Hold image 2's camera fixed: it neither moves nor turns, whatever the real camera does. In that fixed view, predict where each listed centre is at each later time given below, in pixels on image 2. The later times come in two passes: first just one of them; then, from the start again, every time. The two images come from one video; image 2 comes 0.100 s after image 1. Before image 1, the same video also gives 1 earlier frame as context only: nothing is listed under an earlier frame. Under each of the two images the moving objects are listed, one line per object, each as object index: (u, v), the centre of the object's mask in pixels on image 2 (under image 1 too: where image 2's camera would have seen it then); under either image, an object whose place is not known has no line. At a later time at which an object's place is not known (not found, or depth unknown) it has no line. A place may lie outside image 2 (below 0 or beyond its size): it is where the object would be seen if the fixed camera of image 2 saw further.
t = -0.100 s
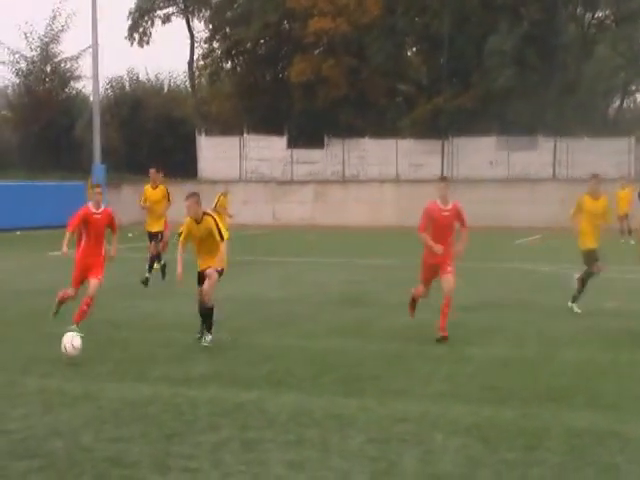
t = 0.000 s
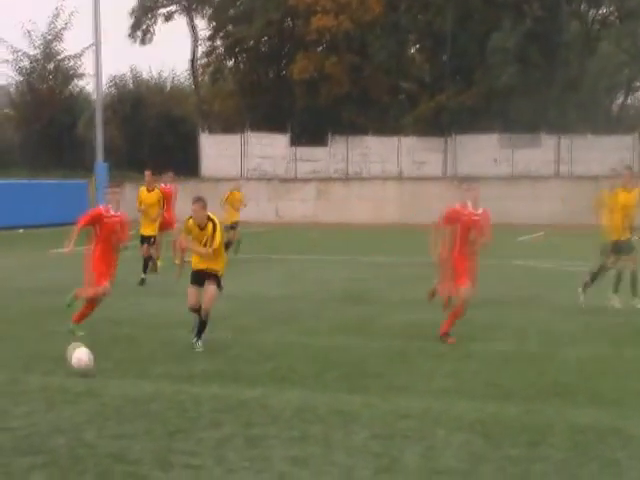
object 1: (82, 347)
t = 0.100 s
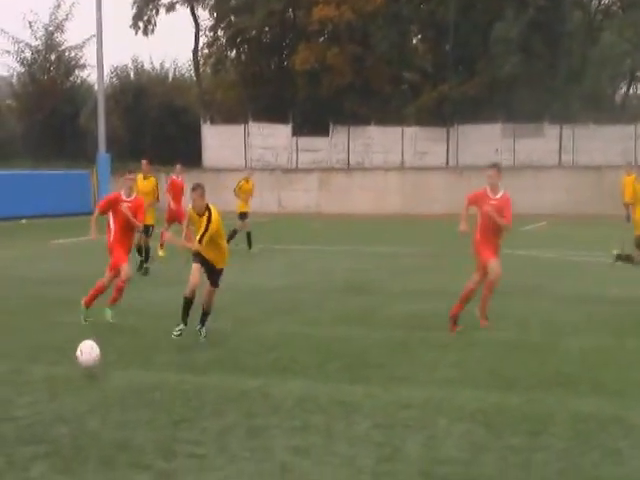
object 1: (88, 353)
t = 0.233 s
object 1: (96, 377)
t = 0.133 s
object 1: (90, 357)
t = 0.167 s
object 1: (92, 362)
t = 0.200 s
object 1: (94, 370)
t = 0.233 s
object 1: (96, 377)
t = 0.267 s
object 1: (98, 380)
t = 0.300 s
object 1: (99, 381)
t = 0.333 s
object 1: (101, 383)
